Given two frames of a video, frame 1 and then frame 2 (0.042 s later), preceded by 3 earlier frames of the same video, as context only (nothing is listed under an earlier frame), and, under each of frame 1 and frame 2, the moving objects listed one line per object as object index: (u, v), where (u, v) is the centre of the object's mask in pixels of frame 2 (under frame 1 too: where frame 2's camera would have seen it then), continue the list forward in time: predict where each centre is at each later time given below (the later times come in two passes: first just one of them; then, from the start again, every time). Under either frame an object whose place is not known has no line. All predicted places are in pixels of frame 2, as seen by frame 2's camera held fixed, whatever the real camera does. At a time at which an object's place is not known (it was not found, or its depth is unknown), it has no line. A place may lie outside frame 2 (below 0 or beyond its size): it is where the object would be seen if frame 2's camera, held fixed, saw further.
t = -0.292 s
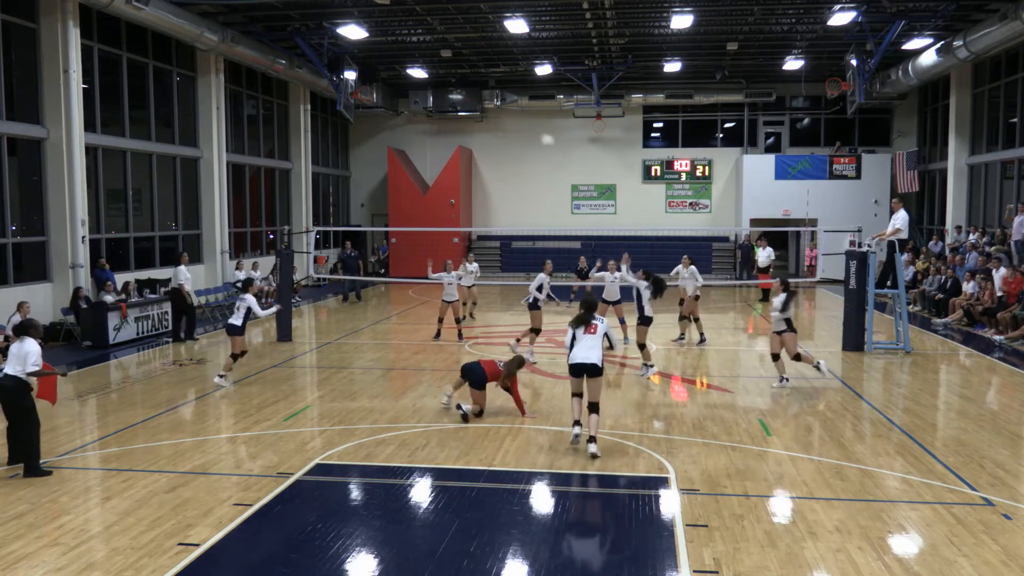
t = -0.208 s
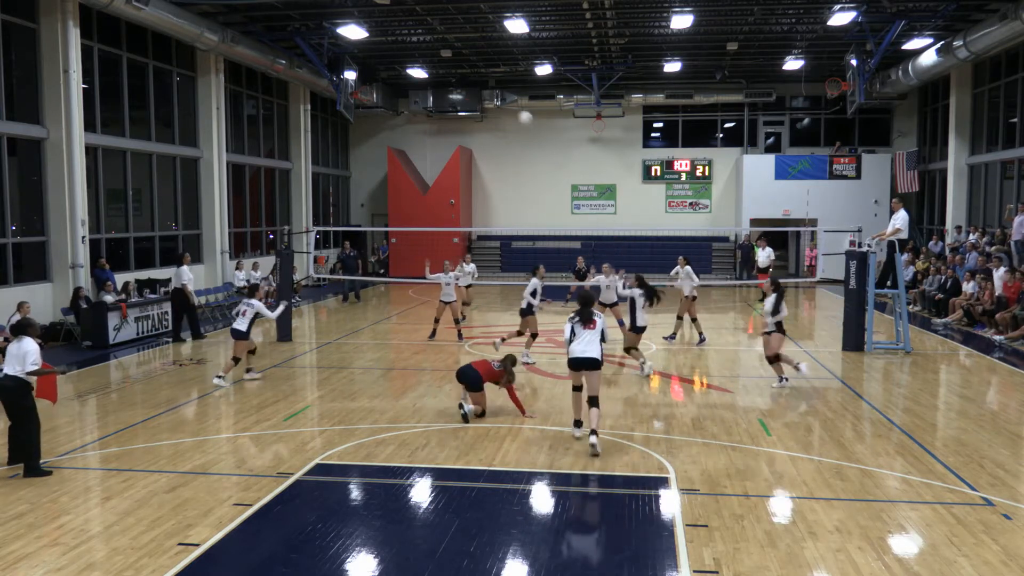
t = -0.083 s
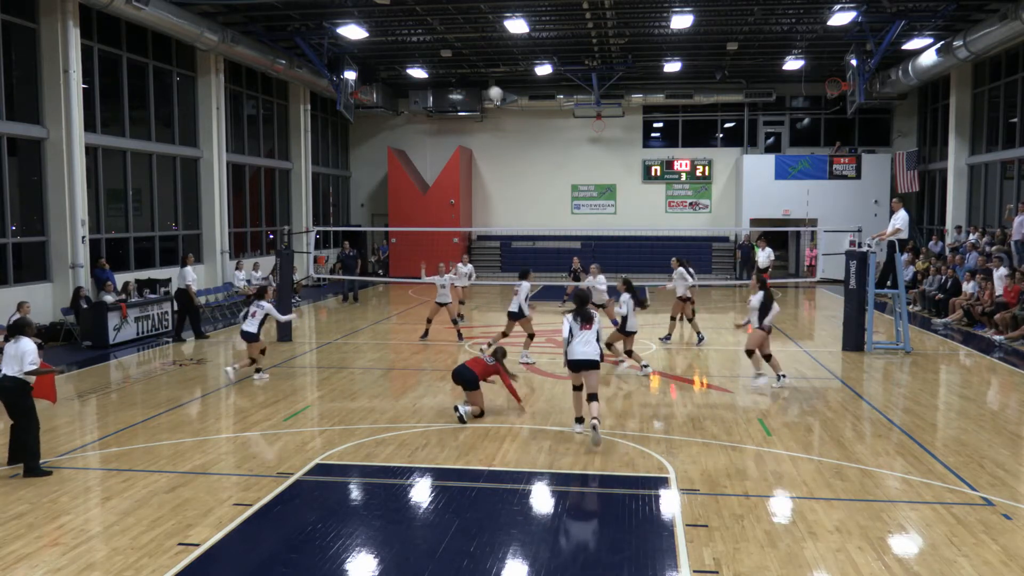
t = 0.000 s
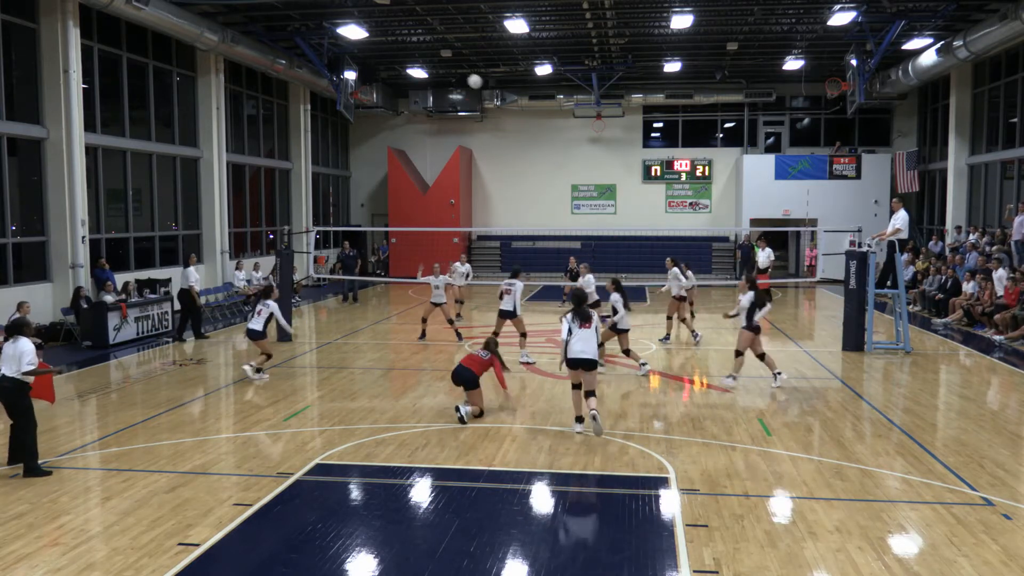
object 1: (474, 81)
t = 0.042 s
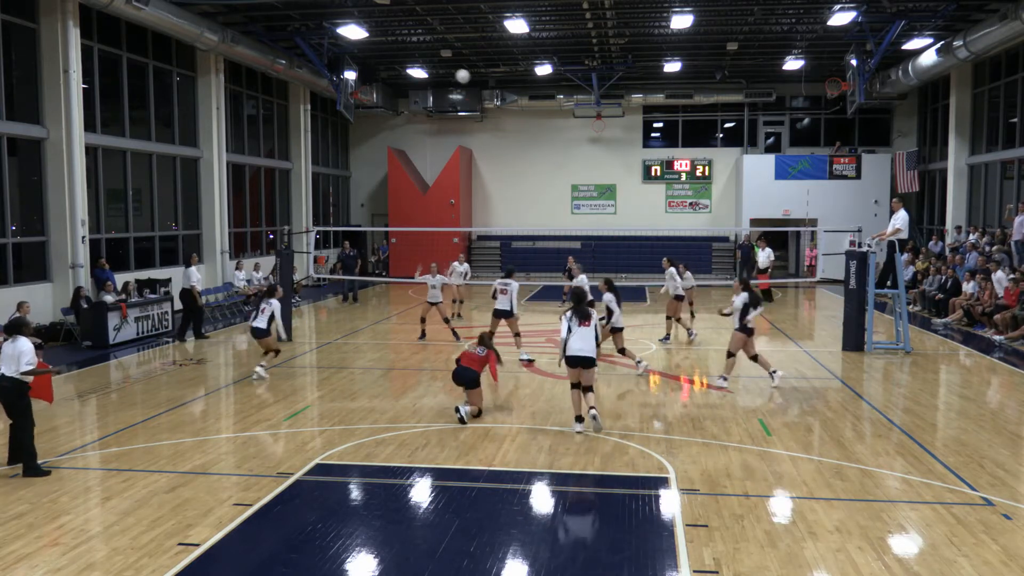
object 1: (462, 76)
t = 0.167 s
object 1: (435, 70)
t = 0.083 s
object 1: (454, 74)
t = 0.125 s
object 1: (443, 71)
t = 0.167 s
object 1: (435, 70)
